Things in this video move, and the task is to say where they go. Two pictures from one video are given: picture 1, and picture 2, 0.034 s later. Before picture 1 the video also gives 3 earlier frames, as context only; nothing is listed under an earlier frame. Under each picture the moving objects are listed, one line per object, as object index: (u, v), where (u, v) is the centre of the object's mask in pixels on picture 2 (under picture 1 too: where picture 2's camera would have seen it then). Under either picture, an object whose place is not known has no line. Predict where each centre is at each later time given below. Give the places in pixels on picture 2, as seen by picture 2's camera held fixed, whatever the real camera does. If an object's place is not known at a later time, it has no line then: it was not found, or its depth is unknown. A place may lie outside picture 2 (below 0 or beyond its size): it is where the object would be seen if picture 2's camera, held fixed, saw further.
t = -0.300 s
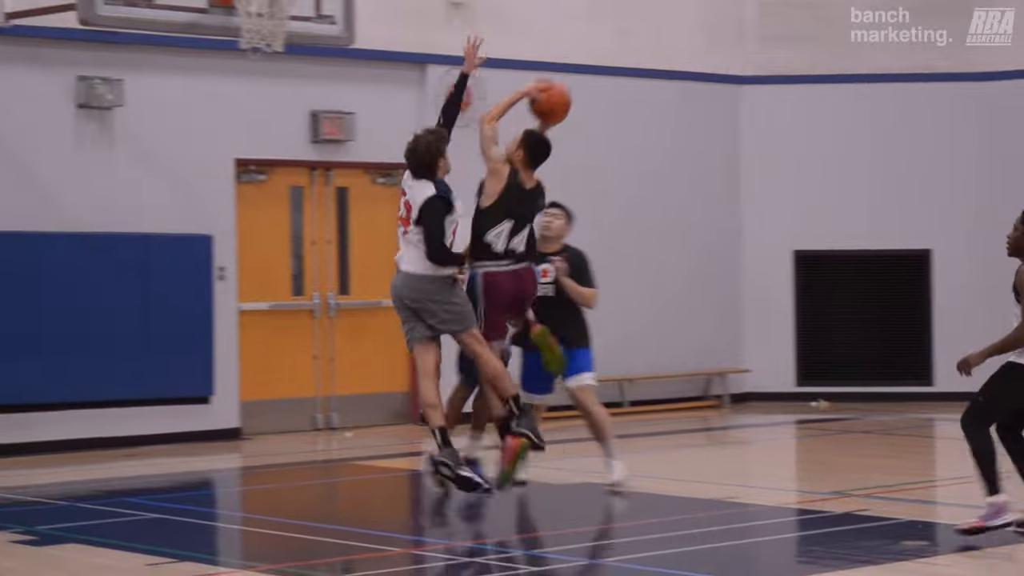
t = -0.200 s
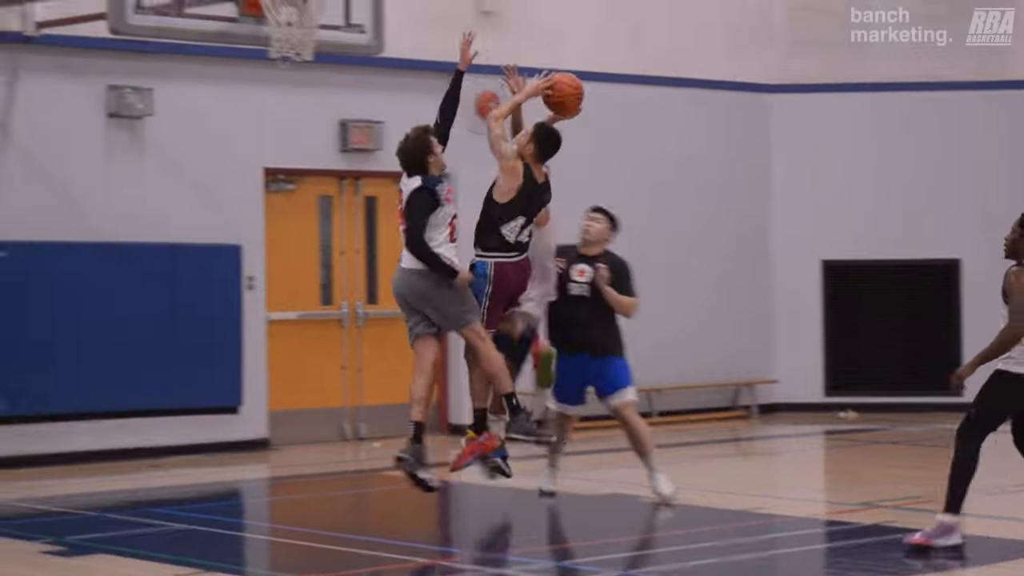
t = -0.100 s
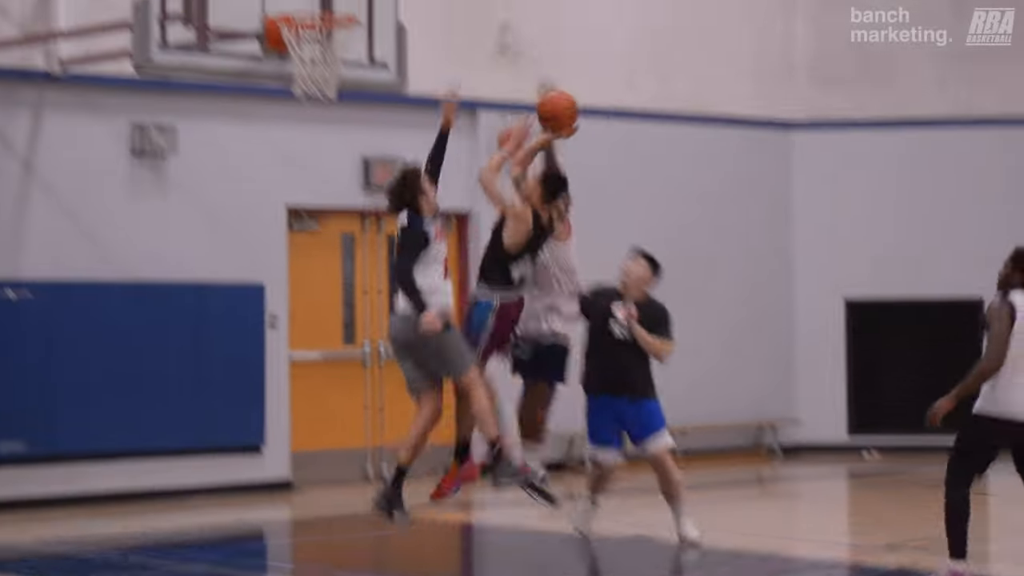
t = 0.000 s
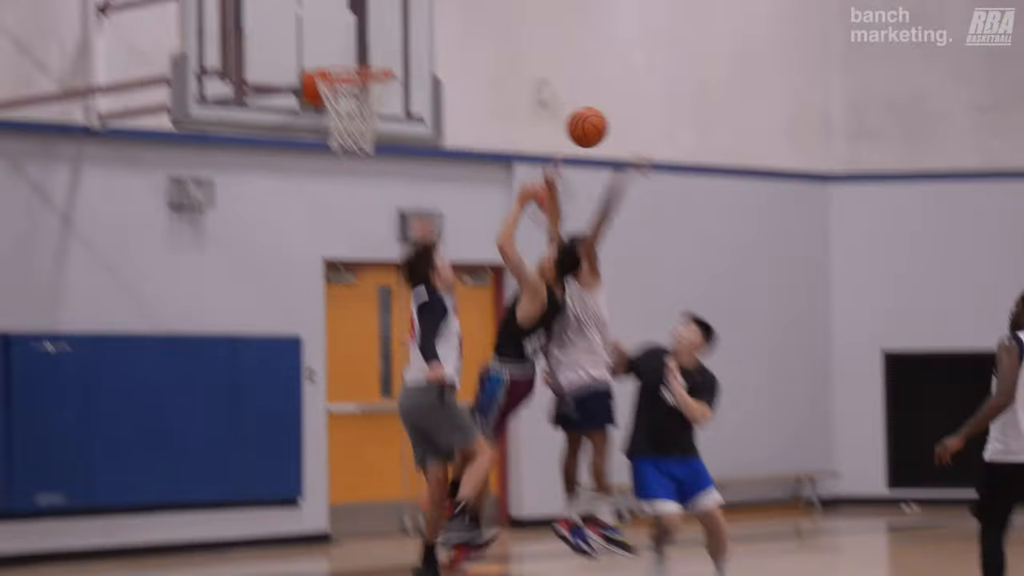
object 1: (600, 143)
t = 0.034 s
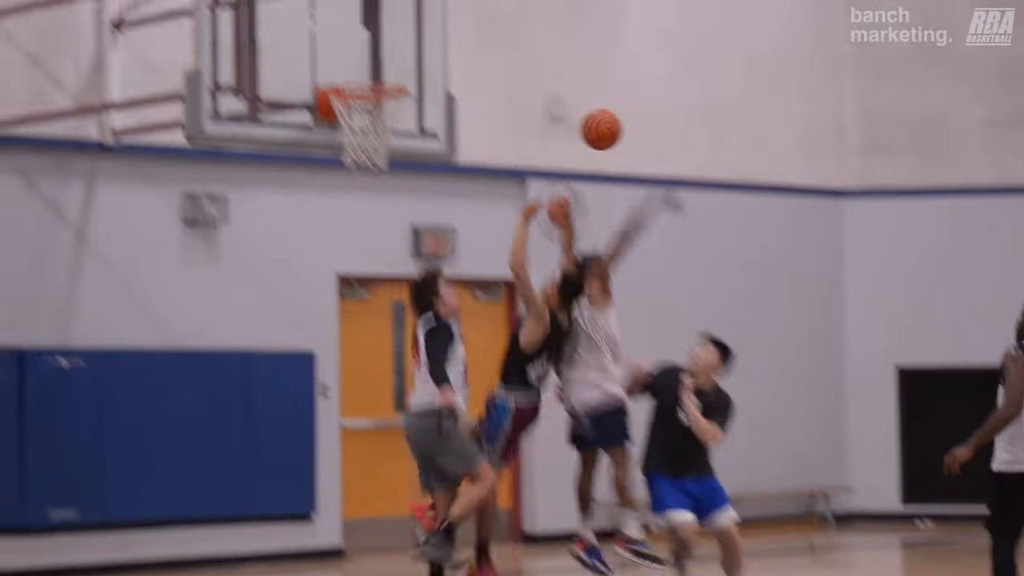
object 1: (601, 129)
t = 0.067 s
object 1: (601, 117)
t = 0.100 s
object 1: (602, 108)
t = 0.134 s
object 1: (601, 100)
